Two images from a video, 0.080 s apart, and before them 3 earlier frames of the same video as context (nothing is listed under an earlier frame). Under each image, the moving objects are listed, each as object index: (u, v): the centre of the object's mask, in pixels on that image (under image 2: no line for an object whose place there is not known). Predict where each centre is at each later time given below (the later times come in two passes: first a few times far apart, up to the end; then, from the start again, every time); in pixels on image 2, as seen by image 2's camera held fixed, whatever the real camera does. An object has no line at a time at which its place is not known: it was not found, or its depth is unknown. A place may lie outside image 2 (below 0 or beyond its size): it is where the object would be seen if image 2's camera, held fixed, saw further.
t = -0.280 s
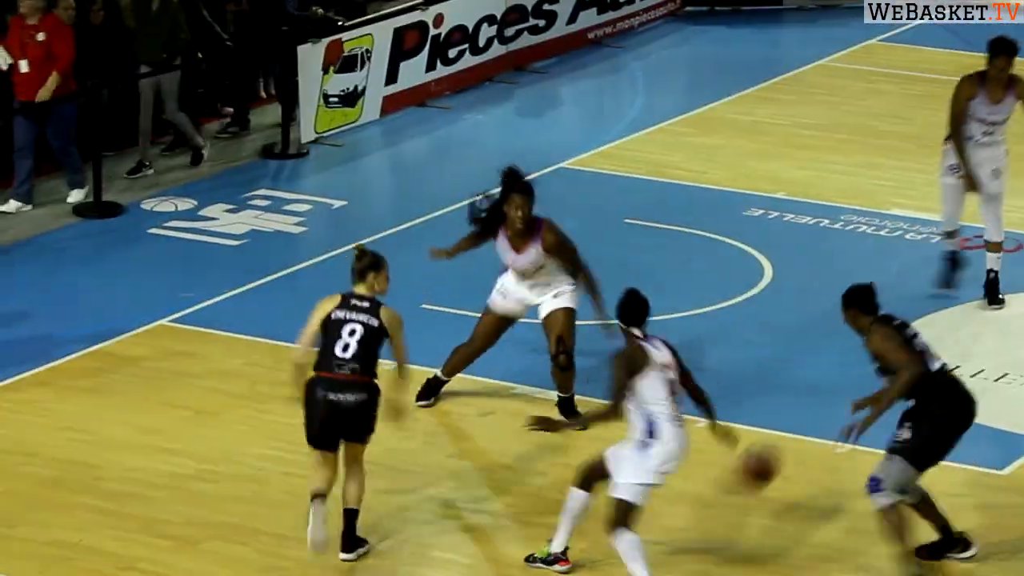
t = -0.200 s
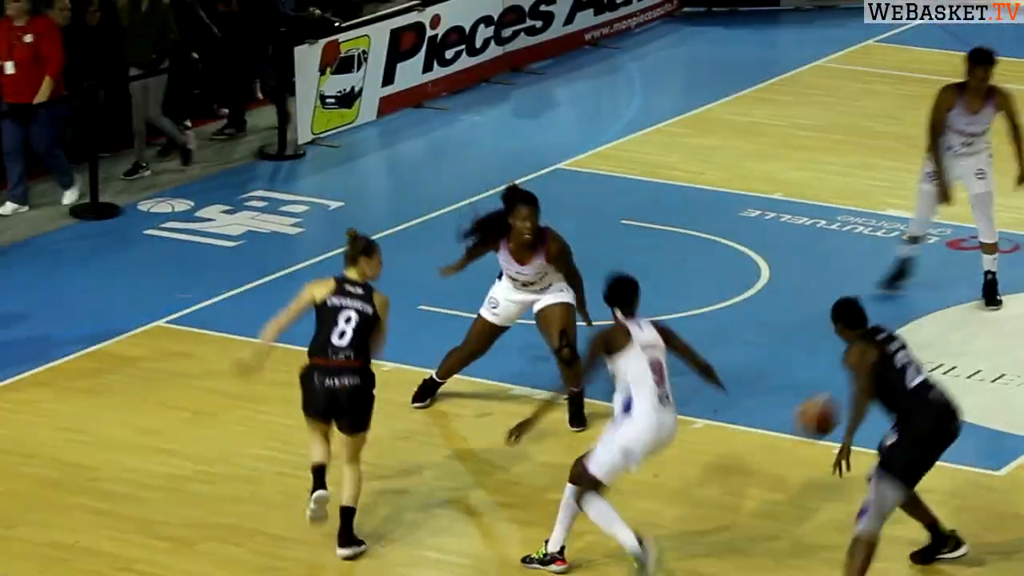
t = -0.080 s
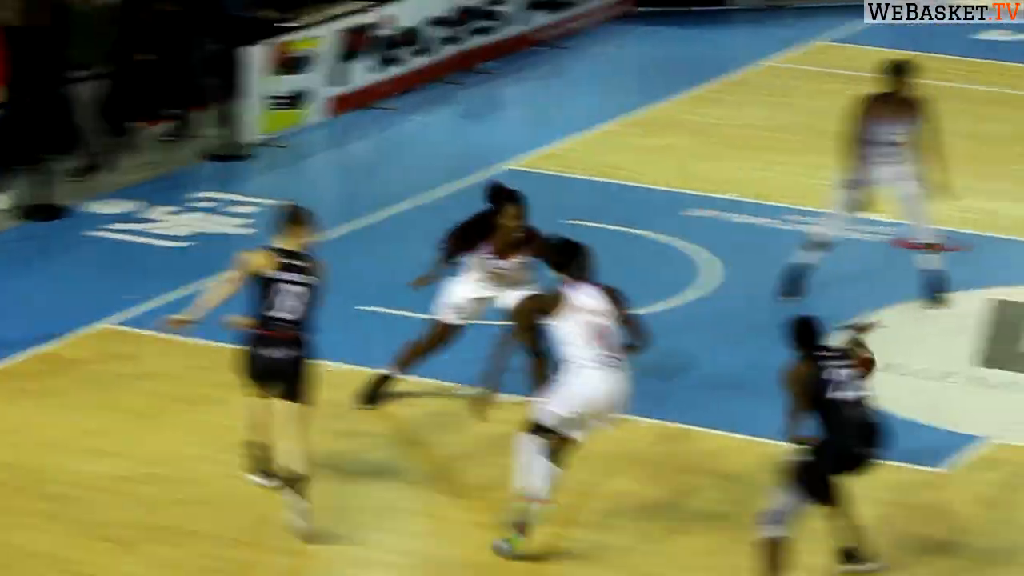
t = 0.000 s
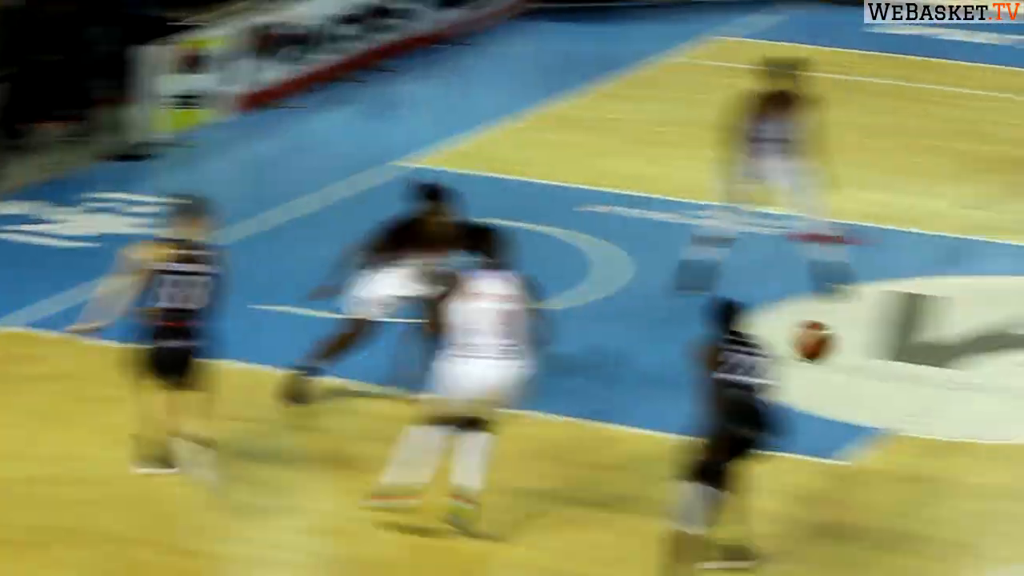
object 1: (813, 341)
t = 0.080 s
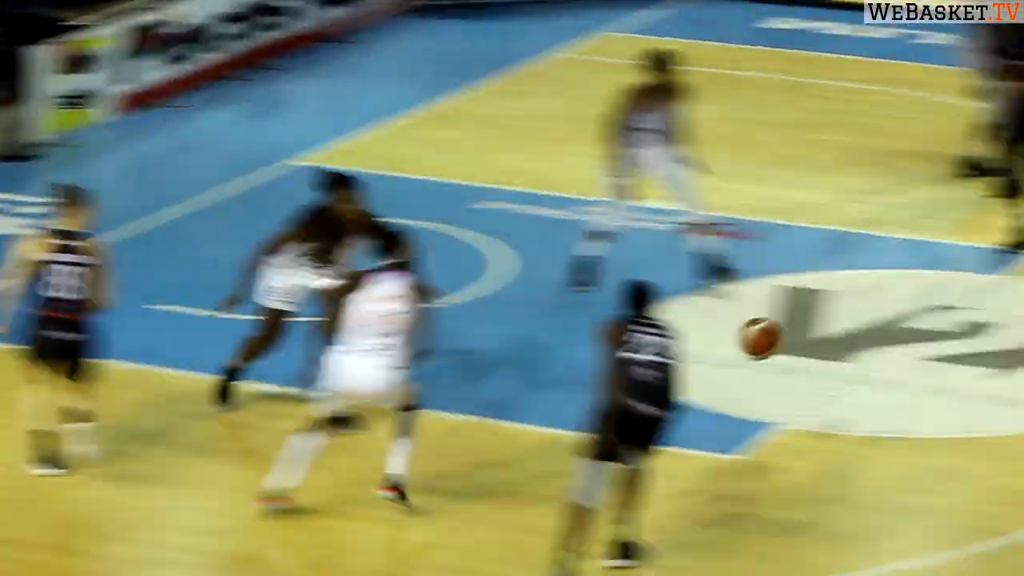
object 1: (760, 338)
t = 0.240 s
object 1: (867, 379)
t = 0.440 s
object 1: (1001, 412)
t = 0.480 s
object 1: (1028, 395)
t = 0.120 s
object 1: (784, 348)
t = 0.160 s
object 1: (813, 354)
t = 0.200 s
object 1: (841, 366)
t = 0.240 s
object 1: (867, 379)
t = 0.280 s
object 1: (894, 396)
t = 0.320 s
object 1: (919, 416)
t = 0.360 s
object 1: (947, 436)
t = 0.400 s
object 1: (973, 436)
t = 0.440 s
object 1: (1001, 412)
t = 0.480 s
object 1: (1028, 395)
